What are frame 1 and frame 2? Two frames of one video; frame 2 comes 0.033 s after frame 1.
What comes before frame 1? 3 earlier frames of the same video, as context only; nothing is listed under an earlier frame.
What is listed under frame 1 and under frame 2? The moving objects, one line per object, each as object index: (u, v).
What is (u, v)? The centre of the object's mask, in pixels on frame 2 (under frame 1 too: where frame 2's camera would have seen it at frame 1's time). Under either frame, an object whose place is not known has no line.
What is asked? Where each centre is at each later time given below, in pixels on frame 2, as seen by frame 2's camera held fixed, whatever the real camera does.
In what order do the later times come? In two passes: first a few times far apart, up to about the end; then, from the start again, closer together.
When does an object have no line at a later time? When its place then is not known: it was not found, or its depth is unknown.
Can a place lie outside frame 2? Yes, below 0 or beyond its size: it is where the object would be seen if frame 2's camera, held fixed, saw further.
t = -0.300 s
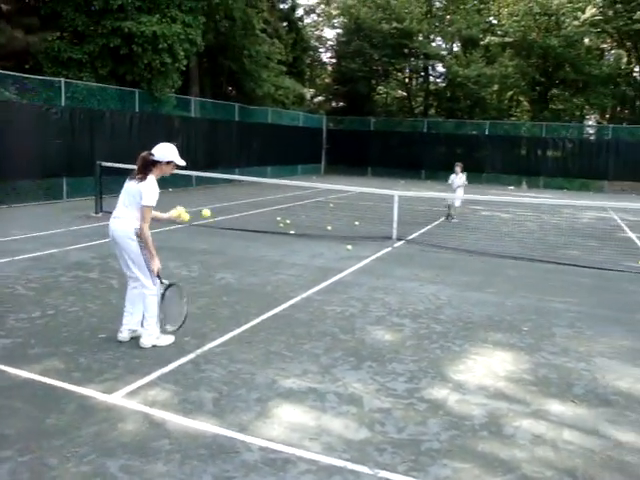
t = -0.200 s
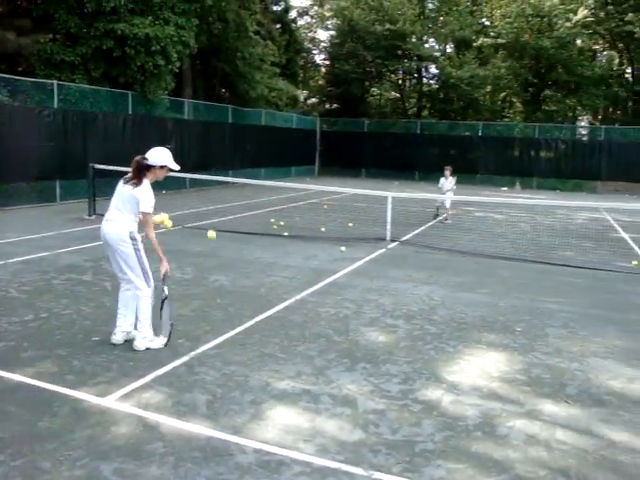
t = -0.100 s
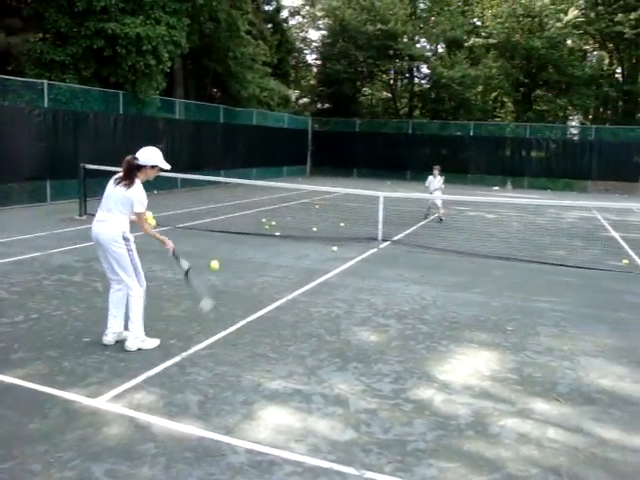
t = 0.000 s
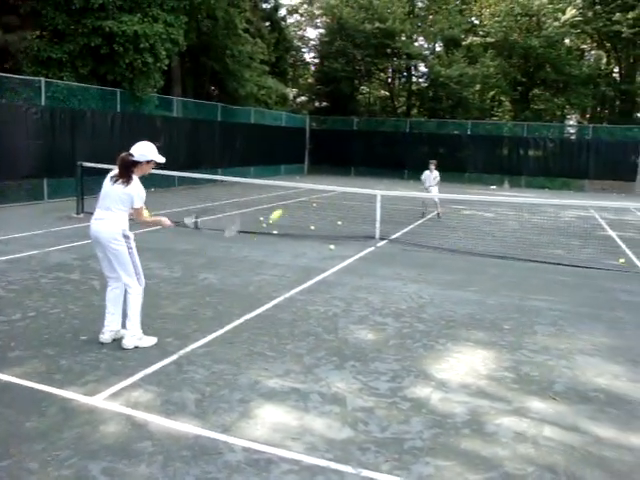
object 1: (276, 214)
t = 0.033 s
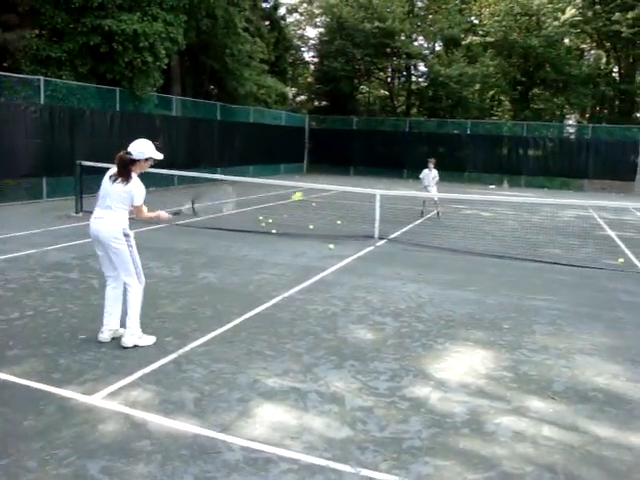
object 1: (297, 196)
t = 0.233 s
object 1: (385, 142)
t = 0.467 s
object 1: (440, 138)
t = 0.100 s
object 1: (333, 170)
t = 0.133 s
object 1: (347, 161)
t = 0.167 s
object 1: (361, 153)
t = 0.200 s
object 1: (373, 147)
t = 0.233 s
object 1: (385, 142)
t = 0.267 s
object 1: (395, 139)
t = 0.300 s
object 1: (404, 137)
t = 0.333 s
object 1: (412, 136)
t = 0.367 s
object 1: (420, 135)
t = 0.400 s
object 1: (427, 135)
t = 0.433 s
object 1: (434, 136)
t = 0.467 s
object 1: (440, 138)
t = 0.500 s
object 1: (445, 140)
